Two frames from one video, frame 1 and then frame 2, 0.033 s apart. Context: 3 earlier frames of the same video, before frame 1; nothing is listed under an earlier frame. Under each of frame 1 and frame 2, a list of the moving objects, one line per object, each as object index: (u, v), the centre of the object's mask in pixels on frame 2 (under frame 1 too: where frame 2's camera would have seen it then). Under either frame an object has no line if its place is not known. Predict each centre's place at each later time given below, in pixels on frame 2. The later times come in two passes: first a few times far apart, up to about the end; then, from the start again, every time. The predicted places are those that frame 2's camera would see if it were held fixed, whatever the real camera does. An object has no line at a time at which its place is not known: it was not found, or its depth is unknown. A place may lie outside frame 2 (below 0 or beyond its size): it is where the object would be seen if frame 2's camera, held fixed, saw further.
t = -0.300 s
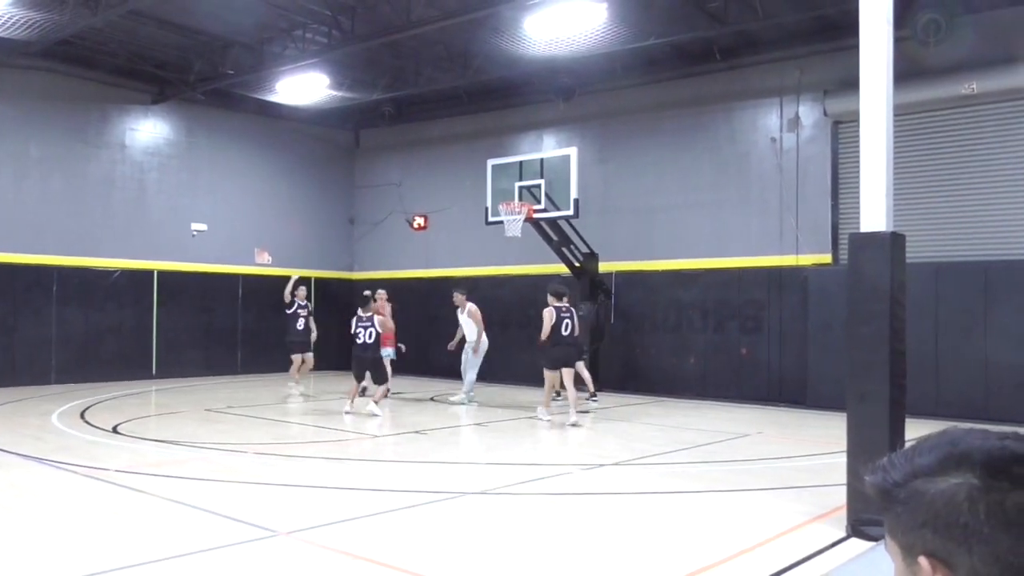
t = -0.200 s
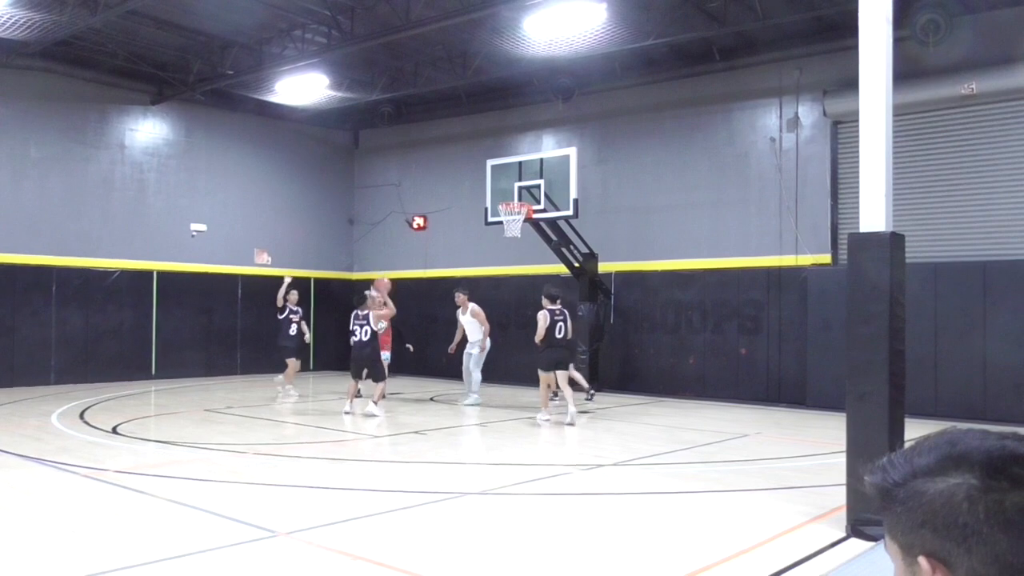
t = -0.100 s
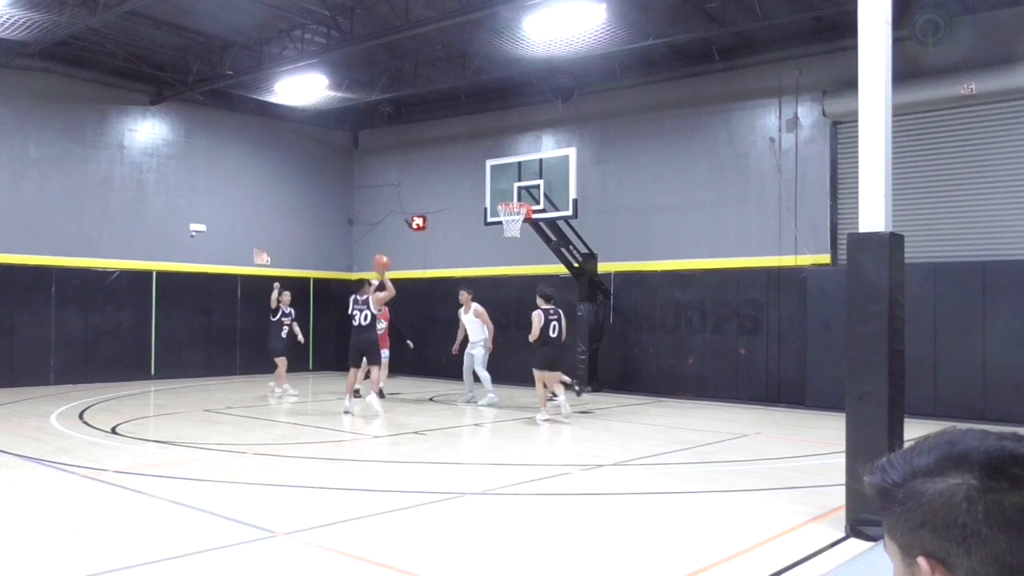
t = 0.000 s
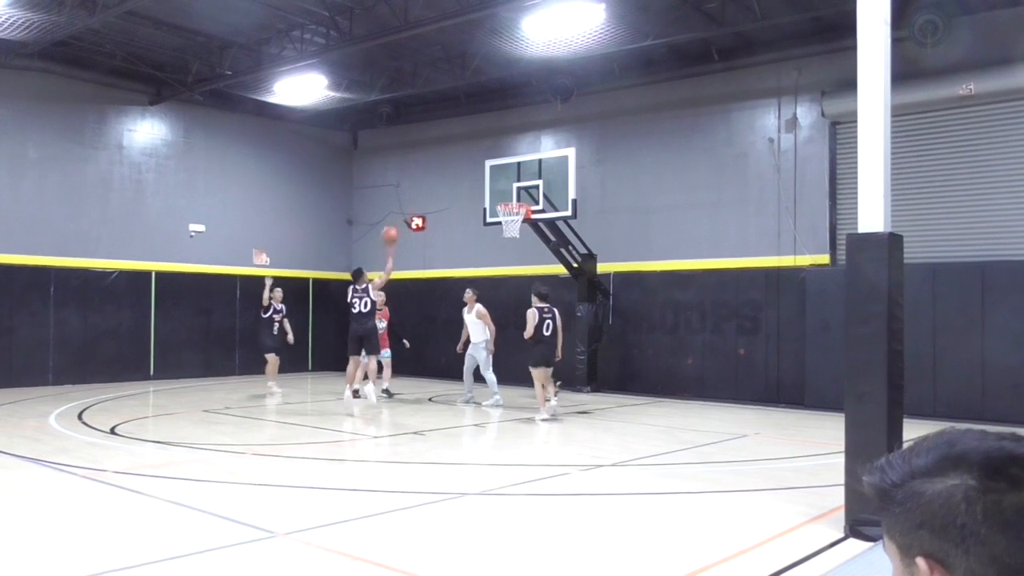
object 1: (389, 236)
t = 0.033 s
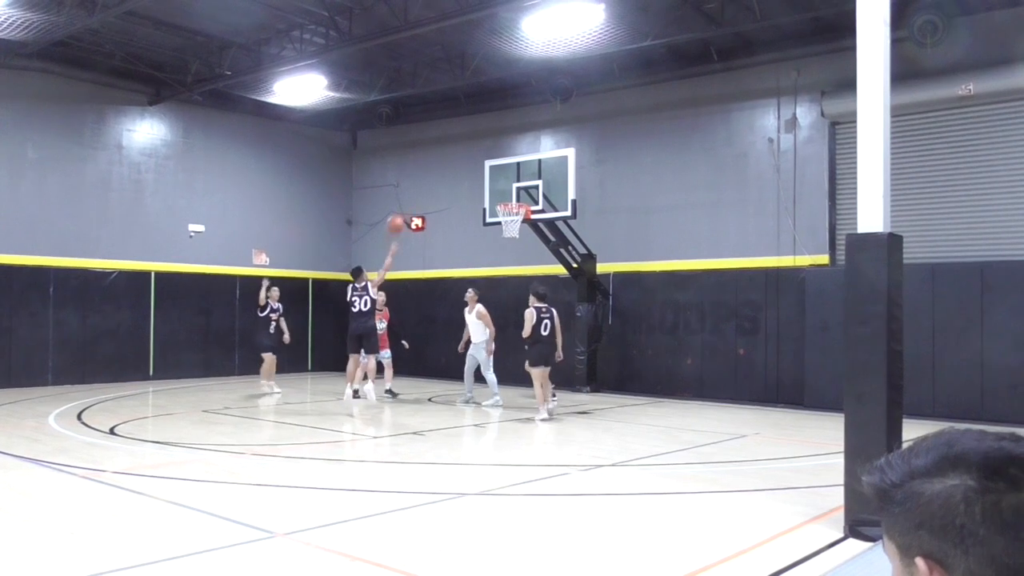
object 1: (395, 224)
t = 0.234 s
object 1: (430, 175)
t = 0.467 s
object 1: (466, 155)
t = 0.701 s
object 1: (499, 172)
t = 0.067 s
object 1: (401, 213)
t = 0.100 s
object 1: (407, 204)
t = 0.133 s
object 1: (413, 195)
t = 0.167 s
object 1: (419, 187)
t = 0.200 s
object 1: (424, 181)
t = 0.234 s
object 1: (430, 175)
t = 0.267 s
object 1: (435, 170)
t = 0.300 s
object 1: (441, 165)
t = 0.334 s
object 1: (446, 163)
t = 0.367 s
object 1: (451, 160)
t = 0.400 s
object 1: (456, 158)
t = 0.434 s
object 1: (461, 156)
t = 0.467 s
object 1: (466, 155)
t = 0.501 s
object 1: (471, 155)
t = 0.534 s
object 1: (475, 157)
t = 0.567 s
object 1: (480, 158)
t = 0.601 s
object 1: (485, 160)
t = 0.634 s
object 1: (489, 163)
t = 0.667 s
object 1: (494, 167)
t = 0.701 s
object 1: (499, 172)
